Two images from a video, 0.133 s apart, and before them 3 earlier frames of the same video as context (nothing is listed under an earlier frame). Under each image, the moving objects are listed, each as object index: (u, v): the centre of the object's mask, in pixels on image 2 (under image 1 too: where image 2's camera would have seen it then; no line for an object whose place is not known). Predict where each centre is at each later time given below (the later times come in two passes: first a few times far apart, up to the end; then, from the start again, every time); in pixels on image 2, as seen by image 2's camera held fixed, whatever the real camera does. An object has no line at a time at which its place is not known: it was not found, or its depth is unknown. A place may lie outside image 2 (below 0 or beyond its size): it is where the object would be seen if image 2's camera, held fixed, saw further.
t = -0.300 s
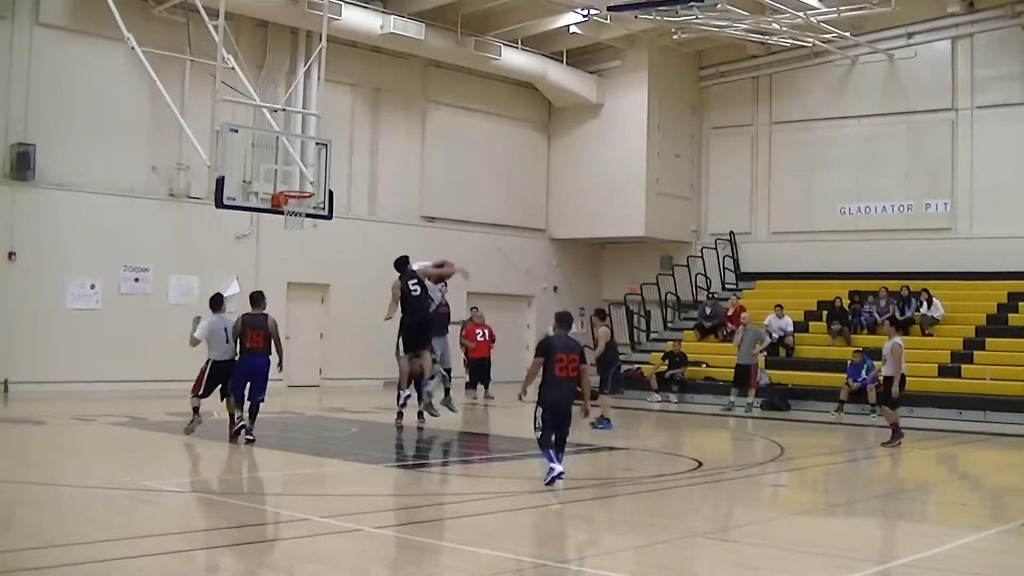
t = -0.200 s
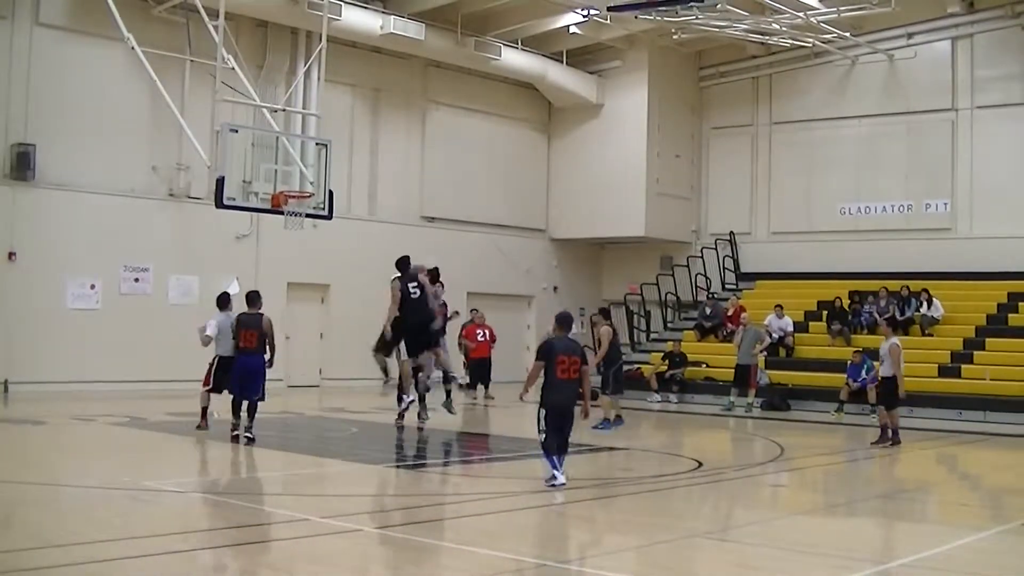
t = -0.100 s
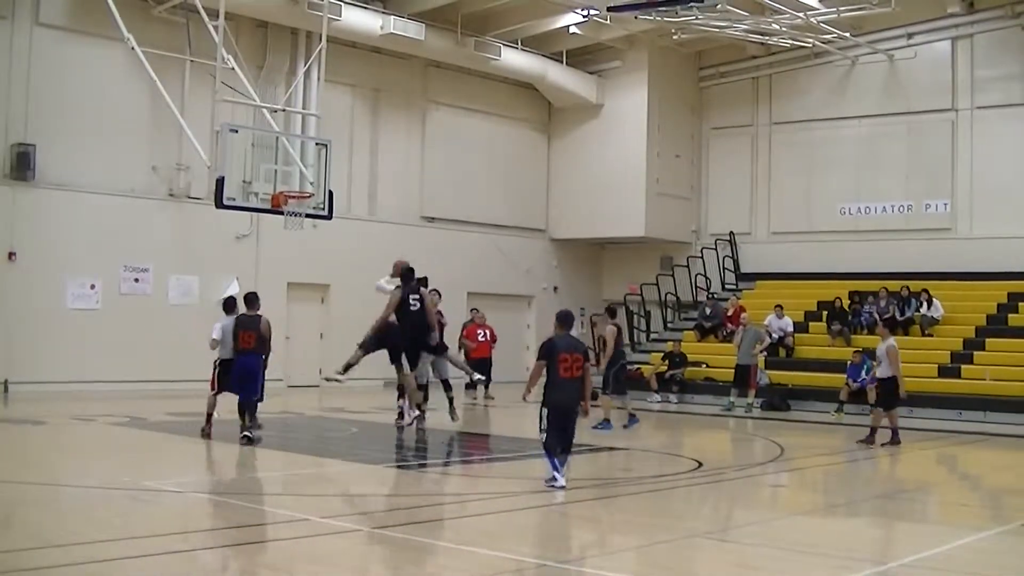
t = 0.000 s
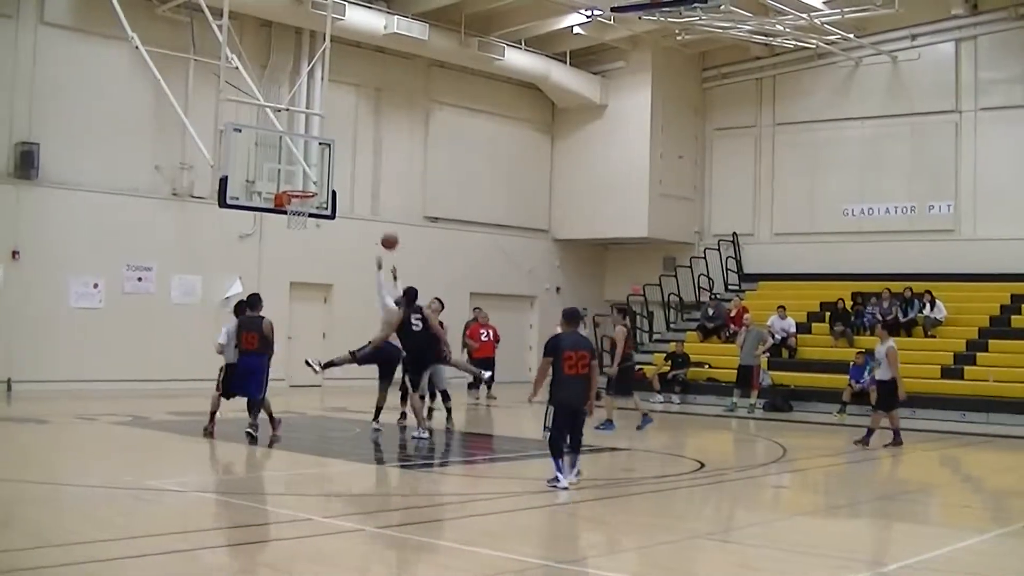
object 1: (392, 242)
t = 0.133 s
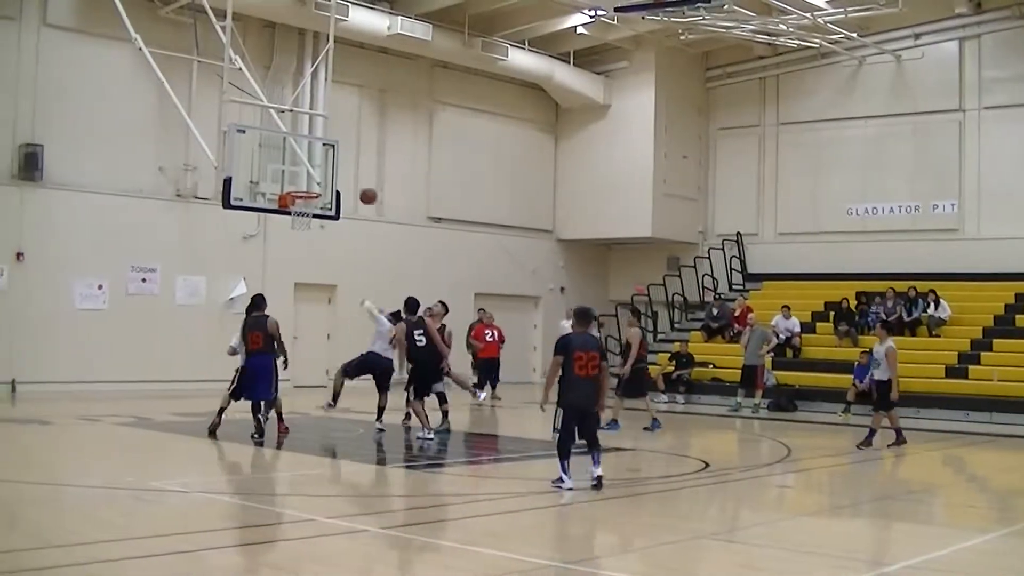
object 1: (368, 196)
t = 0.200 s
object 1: (355, 178)
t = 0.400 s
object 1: (316, 144)
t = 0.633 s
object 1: (268, 141)
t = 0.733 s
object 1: (251, 151)
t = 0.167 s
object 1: (361, 187)
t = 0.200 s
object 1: (355, 178)
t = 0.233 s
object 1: (349, 170)
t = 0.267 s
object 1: (342, 164)
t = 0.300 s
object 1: (335, 158)
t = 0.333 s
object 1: (329, 152)
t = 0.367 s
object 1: (322, 148)
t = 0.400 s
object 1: (316, 144)
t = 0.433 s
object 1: (310, 141)
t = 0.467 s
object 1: (303, 138)
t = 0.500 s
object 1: (296, 137)
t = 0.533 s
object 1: (289, 137)
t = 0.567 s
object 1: (282, 137)
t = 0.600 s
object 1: (276, 138)
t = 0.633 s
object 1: (268, 141)
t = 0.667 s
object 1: (262, 143)
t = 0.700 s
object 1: (255, 147)
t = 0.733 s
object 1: (251, 151)
